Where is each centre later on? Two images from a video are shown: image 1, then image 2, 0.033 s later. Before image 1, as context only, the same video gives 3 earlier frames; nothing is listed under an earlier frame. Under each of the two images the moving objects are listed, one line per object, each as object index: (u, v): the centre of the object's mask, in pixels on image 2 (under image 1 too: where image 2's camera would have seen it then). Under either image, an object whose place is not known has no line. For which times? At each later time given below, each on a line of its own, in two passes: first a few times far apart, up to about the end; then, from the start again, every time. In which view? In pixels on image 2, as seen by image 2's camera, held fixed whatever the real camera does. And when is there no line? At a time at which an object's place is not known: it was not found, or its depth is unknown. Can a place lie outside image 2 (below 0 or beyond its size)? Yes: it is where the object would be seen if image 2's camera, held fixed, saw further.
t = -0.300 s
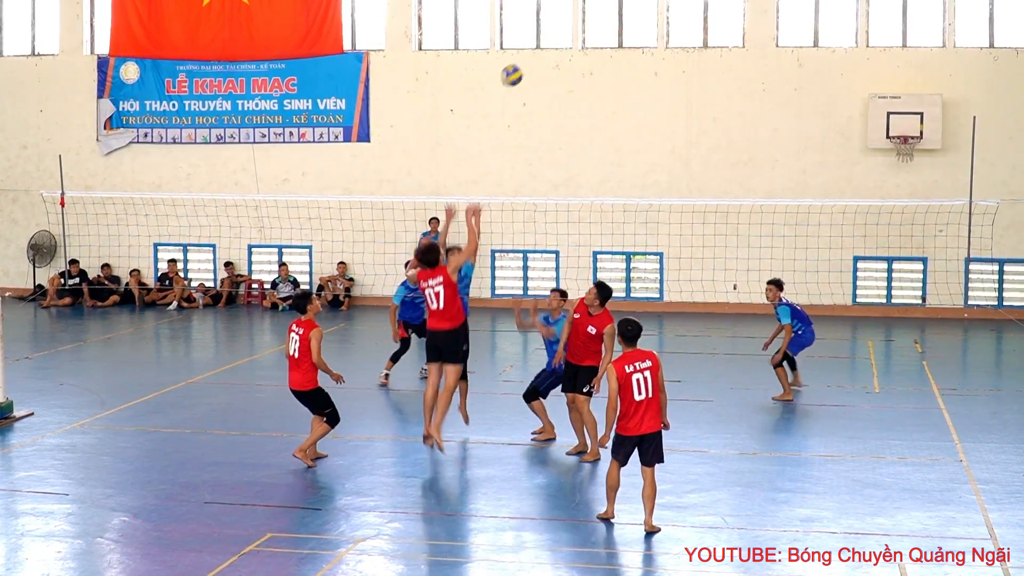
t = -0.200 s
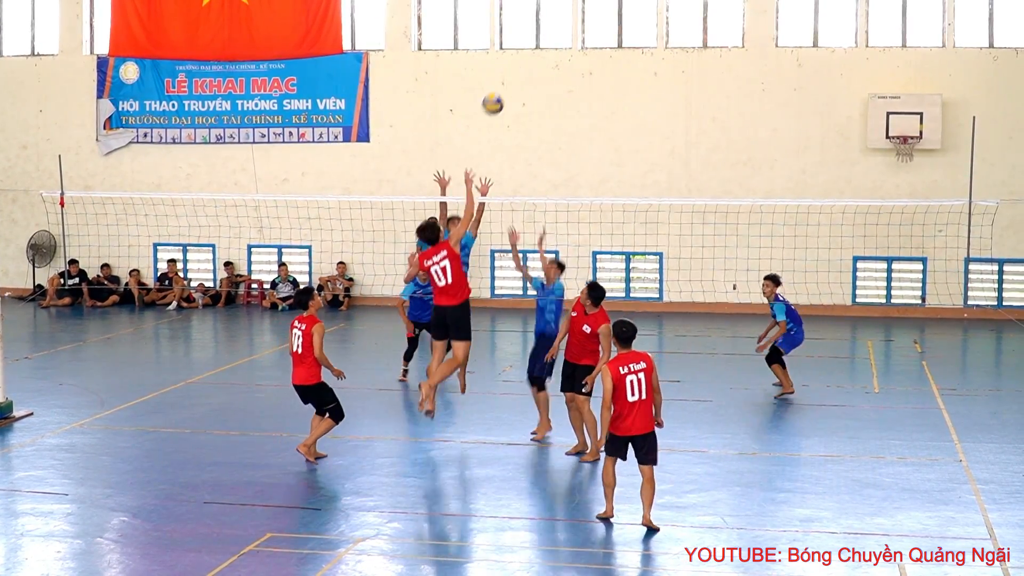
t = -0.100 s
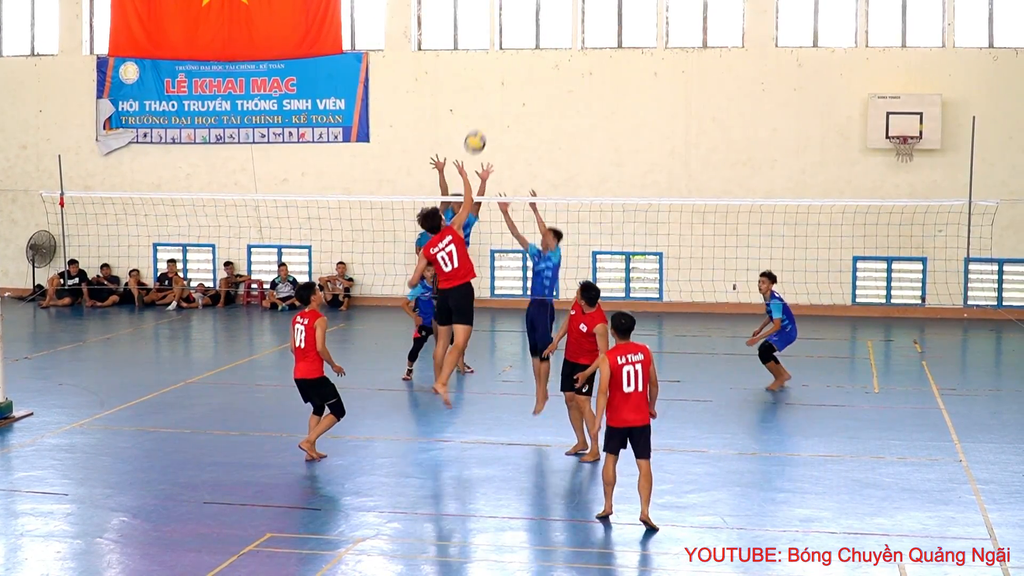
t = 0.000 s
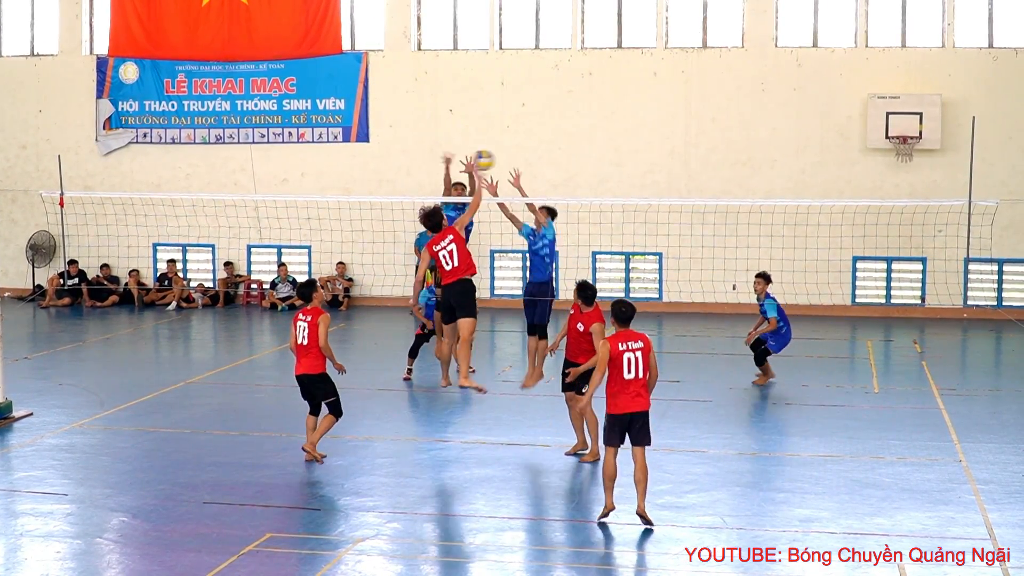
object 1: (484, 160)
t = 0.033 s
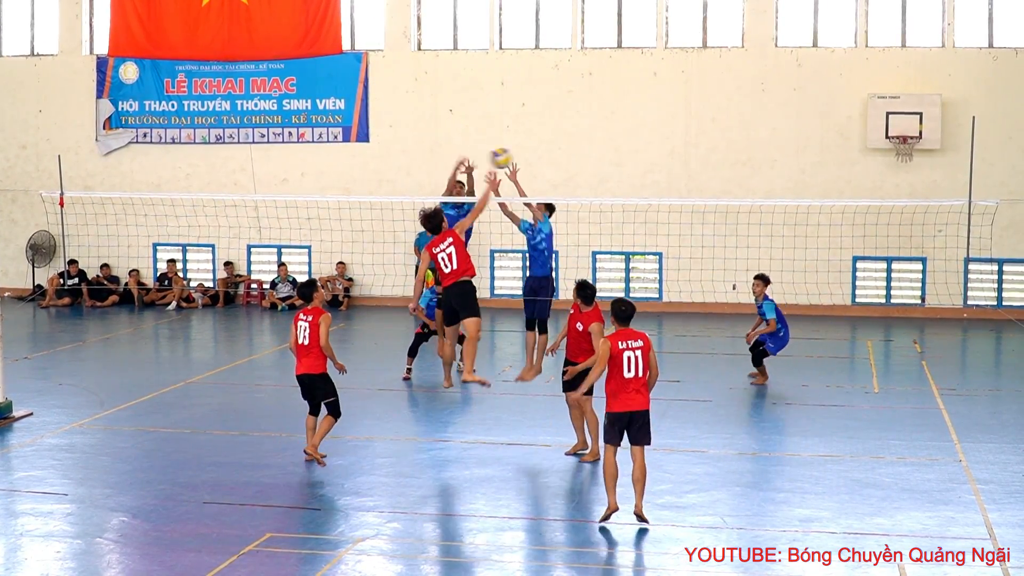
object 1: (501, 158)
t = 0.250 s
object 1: (614, 174)
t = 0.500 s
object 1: (737, 247)
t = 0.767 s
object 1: (856, 385)
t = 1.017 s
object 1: (913, 345)
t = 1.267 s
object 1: (950, 277)
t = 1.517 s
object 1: (982, 268)
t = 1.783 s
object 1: (1013, 323)
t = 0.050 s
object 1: (510, 158)
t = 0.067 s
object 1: (518, 157)
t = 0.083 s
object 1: (526, 158)
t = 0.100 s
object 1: (536, 158)
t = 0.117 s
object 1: (544, 159)
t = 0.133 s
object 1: (553, 160)
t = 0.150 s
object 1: (562, 161)
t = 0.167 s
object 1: (570, 163)
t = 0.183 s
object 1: (579, 164)
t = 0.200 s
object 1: (588, 166)
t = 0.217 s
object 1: (596, 169)
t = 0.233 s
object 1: (605, 171)
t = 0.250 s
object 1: (614, 174)
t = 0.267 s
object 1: (623, 178)
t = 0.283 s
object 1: (631, 181)
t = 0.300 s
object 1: (640, 185)
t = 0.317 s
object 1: (648, 189)
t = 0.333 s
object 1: (656, 191)
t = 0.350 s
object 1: (665, 197)
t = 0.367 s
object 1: (673, 202)
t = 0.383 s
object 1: (681, 208)
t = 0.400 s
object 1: (690, 212)
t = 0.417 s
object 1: (698, 217)
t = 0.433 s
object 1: (705, 222)
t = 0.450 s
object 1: (713, 228)
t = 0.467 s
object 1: (721, 234)
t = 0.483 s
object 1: (729, 240)
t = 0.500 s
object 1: (737, 247)
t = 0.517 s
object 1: (744, 254)
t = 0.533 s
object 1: (752, 261)
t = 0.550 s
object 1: (760, 269)
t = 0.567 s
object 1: (767, 276)
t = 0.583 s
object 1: (777, 284)
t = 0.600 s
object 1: (782, 292)
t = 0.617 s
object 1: (791, 298)
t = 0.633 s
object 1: (800, 309)
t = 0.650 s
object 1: (804, 316)
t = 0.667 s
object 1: (811, 325)
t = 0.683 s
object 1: (819, 335)
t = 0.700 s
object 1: (827, 345)
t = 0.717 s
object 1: (834, 354)
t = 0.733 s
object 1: (842, 364)
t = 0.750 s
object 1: (849, 375)
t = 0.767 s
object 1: (856, 385)
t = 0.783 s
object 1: (864, 396)
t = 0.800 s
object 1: (871, 406)
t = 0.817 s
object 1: (878, 418)
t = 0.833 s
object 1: (885, 430)
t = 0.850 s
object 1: (888, 425)
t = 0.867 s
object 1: (891, 417)
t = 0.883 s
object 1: (893, 407)
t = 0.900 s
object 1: (896, 398)
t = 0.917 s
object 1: (898, 390)
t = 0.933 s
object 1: (901, 381)
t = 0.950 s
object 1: (904, 373)
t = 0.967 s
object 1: (906, 367)
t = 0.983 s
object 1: (908, 359)
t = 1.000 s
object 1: (911, 351)
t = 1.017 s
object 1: (913, 345)
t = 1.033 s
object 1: (915, 339)
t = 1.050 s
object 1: (918, 332)
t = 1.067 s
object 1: (920, 325)
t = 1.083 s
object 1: (923, 320)
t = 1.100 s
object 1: (926, 315)
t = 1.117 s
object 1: (928, 311)
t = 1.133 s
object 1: (932, 306)
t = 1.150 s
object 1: (934, 302)
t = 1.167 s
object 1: (936, 297)
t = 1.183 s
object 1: (938, 293)
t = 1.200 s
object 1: (941, 290)
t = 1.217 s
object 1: (943, 286)
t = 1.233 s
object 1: (945, 283)
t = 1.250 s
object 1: (948, 280)
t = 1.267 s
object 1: (950, 277)
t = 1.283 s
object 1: (952, 275)
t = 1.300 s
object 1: (955, 273)
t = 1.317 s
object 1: (957, 271)
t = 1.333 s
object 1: (958, 269)
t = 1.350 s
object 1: (961, 268)
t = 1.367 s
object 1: (964, 266)
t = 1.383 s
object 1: (966, 266)
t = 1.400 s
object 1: (968, 266)
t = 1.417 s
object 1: (970, 265)
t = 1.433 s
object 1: (973, 265)
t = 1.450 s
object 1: (975, 266)
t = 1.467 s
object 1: (976, 266)
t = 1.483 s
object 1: (979, 267)
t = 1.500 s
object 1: (980, 267)
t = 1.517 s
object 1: (982, 268)
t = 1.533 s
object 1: (984, 270)
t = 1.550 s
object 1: (987, 272)
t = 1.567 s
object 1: (989, 274)
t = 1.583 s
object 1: (991, 277)
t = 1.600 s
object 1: (993, 279)
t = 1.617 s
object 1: (995, 281)
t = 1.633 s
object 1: (997, 284)
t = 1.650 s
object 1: (998, 288)
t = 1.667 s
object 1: (1000, 291)
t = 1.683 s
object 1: (1002, 295)
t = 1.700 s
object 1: (1004, 300)
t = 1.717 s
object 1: (1006, 304)
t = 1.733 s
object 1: (1009, 309)
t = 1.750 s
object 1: (1010, 313)
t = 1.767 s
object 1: (1012, 317)
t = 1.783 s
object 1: (1013, 323)
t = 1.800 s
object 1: (1016, 328)
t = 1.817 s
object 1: (1017, 334)
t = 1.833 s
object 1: (1019, 341)
